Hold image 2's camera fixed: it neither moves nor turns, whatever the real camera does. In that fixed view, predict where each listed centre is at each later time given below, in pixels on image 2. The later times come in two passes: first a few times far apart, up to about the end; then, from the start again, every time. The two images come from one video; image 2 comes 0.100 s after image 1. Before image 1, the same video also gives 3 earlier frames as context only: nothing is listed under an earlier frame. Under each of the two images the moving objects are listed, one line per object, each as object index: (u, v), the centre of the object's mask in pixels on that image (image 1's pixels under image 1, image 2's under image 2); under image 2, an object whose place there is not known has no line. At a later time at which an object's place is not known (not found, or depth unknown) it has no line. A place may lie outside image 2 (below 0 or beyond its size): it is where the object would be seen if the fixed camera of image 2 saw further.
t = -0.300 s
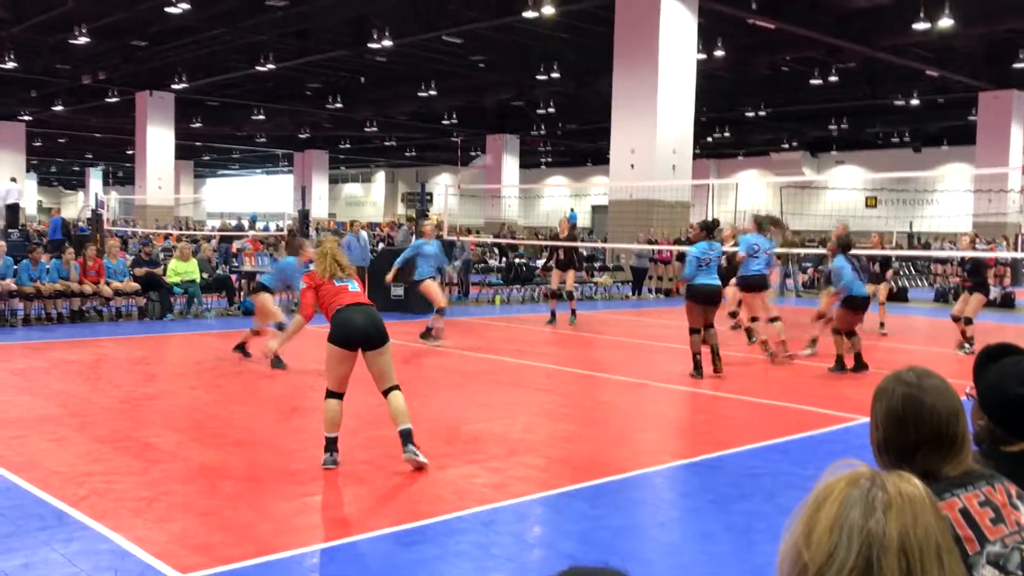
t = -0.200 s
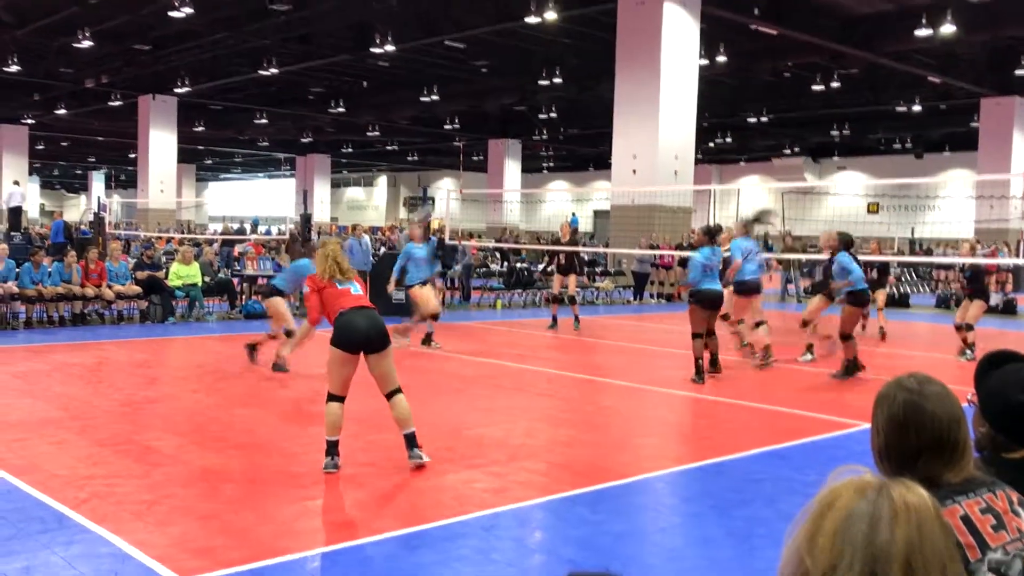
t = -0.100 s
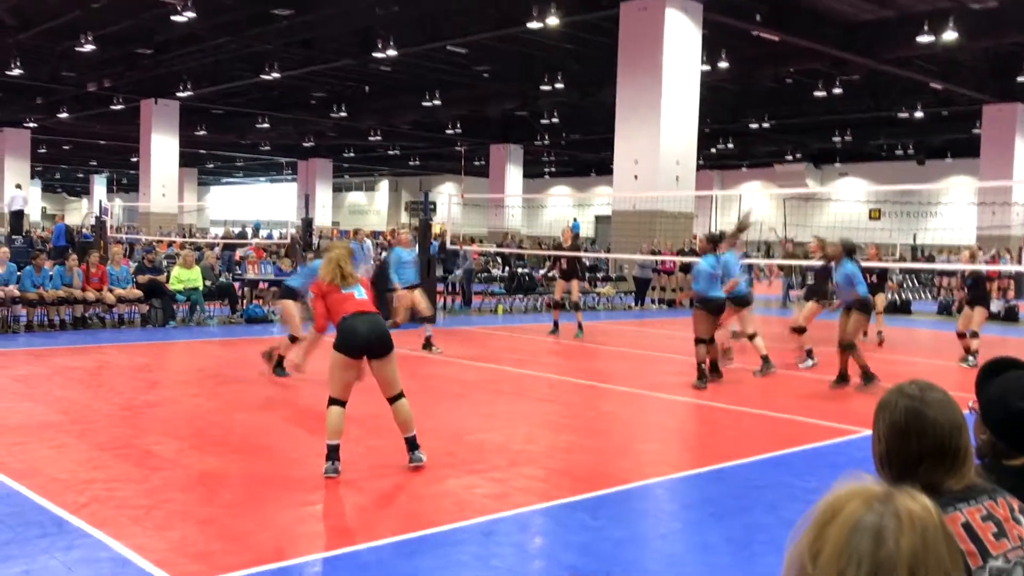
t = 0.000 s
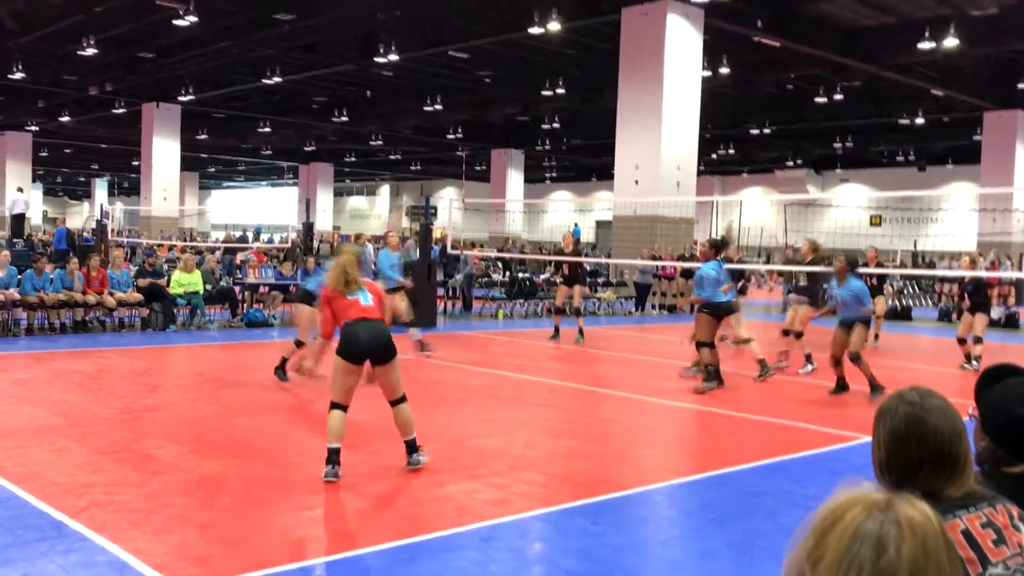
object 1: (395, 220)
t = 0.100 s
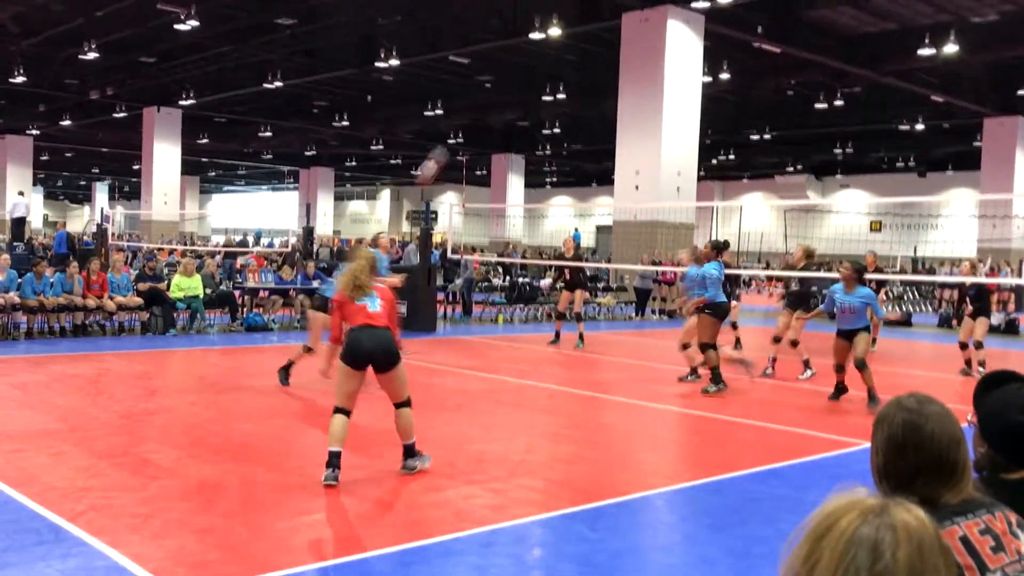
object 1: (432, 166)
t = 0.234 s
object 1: (475, 110)
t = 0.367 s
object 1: (515, 72)
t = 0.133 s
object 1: (443, 151)
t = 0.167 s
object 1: (453, 137)
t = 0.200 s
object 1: (464, 123)
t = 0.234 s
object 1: (475, 110)
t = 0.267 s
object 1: (485, 99)
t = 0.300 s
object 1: (495, 89)
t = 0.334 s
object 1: (505, 80)
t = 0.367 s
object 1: (515, 72)
